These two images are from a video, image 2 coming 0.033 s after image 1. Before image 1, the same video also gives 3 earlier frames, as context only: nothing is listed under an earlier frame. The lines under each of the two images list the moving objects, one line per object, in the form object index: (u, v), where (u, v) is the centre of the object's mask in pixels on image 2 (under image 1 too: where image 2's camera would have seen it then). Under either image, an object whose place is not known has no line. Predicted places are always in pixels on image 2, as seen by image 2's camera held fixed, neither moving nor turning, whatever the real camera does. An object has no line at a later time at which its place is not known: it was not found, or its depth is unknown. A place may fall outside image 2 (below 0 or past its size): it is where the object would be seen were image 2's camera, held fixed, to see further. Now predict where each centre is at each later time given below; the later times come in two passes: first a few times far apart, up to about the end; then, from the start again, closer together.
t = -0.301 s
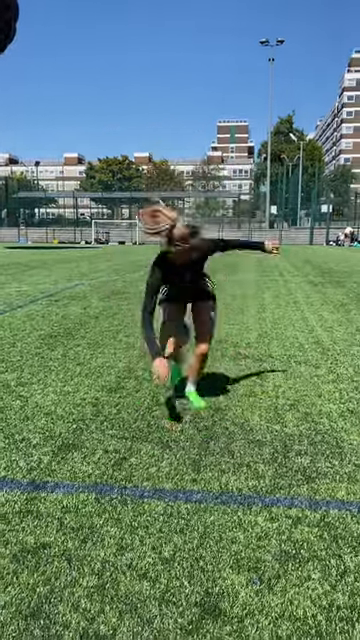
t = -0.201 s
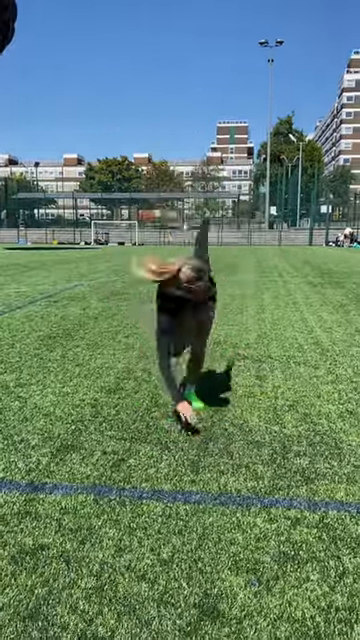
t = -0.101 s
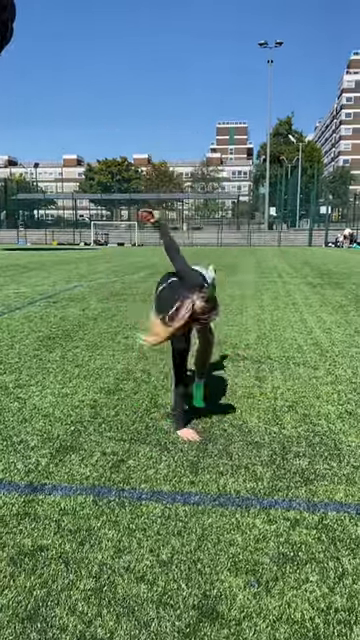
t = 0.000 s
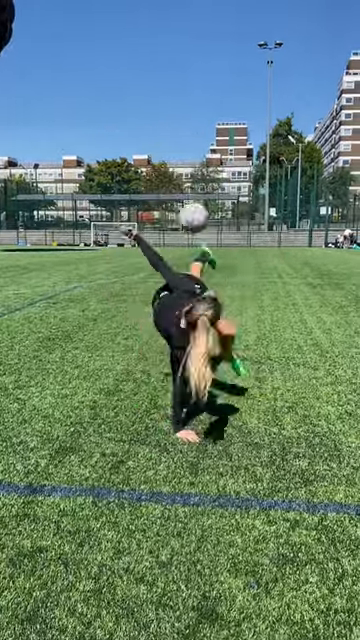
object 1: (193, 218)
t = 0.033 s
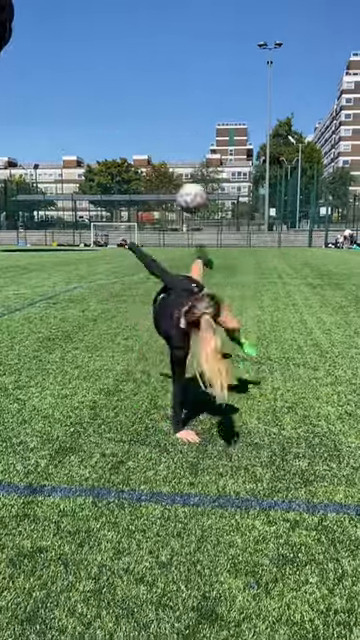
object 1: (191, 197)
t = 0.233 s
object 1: (184, 111)
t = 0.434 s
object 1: (174, 84)
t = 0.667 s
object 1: (164, 127)
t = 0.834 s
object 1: (157, 204)
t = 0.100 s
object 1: (190, 163)
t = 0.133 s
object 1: (188, 148)
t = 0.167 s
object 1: (186, 134)
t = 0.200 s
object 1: (185, 122)
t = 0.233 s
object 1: (184, 111)
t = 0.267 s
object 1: (182, 103)
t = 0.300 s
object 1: (181, 95)
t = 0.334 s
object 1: (179, 90)
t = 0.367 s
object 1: (178, 86)
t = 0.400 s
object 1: (176, 84)
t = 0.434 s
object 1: (174, 84)
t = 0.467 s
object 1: (173, 85)
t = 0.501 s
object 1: (171, 87)
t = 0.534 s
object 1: (170, 92)
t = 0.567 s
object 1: (168, 98)
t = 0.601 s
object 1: (167, 107)
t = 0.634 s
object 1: (165, 116)
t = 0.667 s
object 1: (164, 127)
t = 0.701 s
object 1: (163, 141)
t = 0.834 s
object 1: (157, 204)
